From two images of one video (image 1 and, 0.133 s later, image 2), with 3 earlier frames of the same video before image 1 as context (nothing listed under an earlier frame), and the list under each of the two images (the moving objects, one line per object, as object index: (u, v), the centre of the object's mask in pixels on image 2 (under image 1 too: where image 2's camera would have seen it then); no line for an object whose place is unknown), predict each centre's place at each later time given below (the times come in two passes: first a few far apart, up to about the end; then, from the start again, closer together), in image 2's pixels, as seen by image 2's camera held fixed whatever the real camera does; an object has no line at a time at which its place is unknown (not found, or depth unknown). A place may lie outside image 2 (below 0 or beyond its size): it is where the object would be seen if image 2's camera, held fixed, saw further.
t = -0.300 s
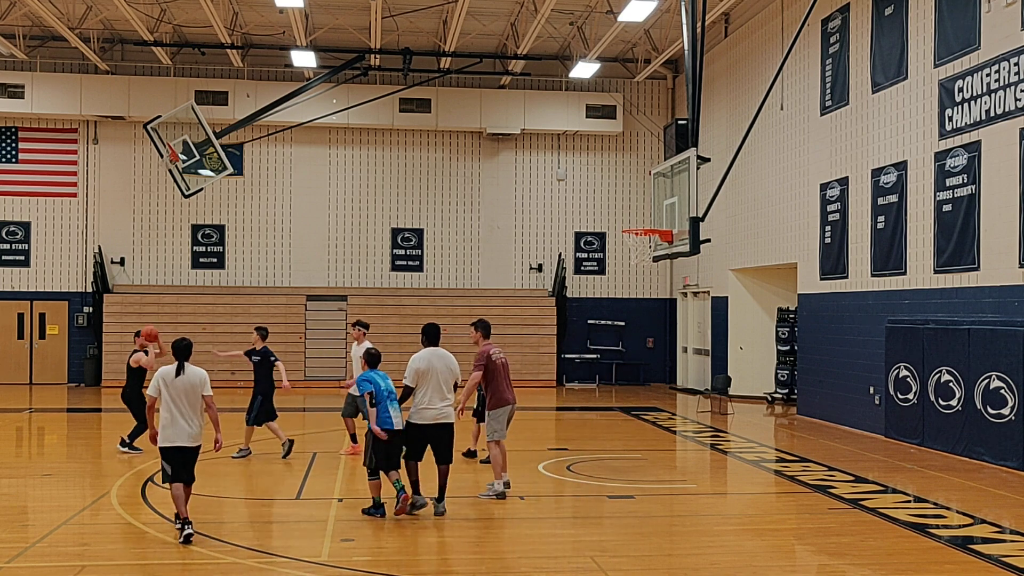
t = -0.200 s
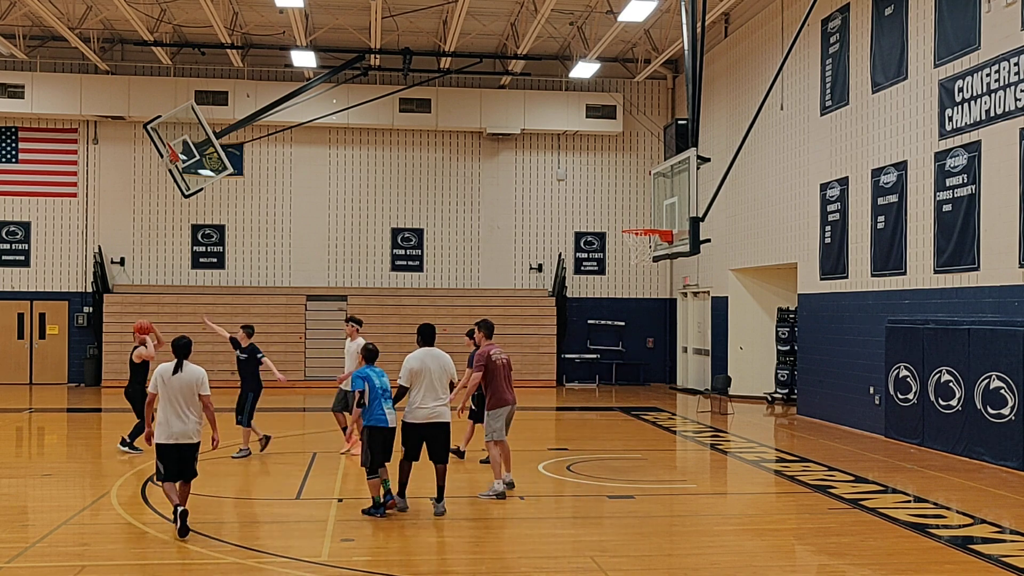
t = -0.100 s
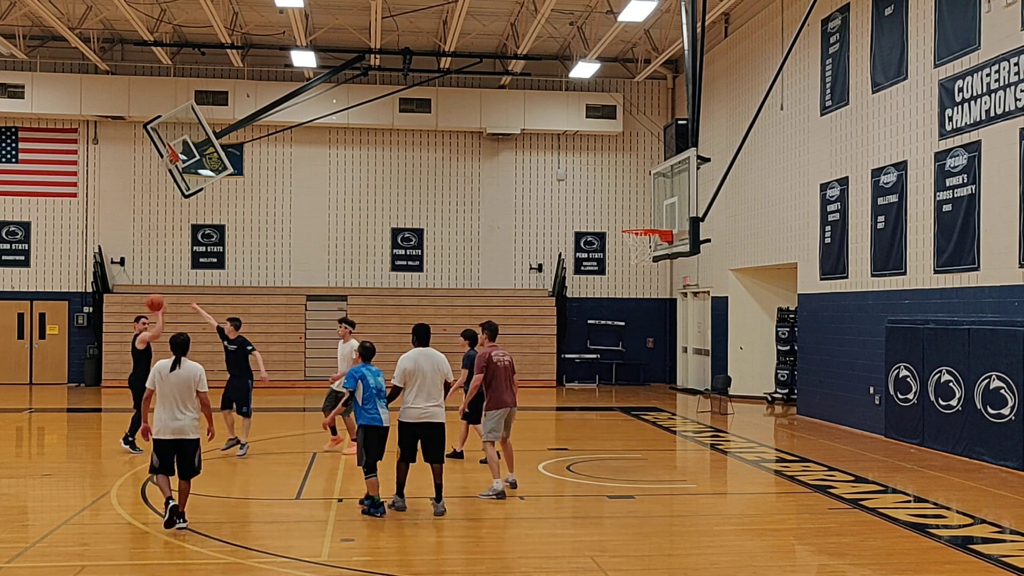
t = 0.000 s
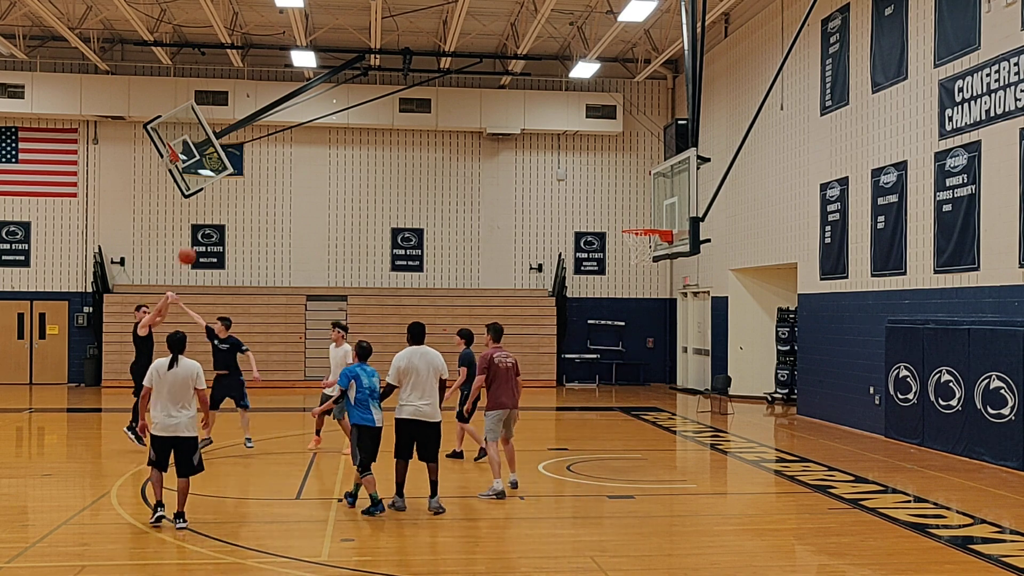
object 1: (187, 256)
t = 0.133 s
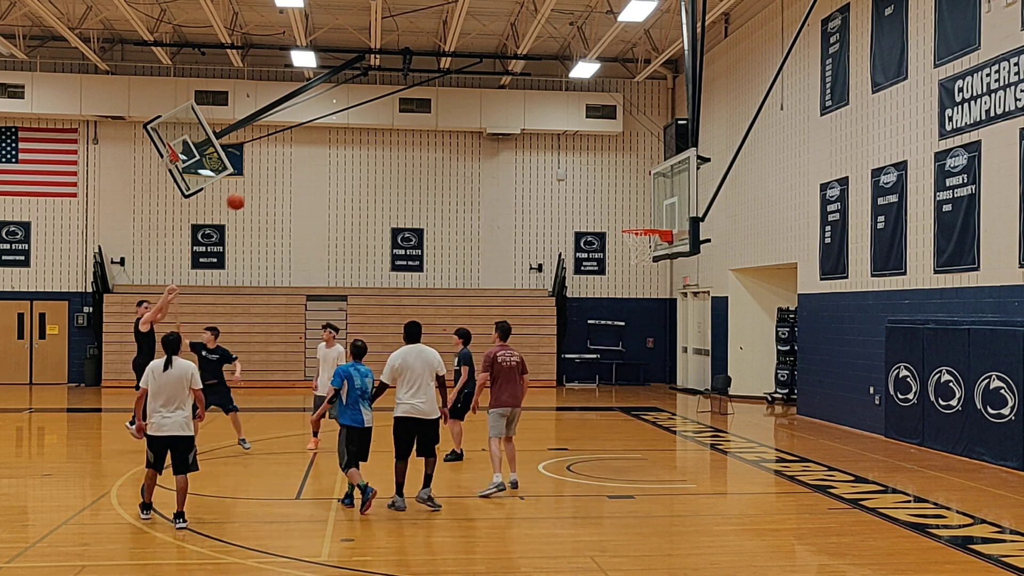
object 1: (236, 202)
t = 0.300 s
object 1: (297, 150)
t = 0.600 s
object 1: (407, 108)
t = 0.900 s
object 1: (519, 133)
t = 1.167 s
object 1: (618, 212)
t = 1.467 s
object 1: (666, 277)
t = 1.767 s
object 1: (685, 370)
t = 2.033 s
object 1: (690, 430)
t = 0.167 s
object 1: (248, 190)
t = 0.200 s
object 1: (260, 178)
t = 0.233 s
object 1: (272, 169)
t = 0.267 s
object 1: (285, 159)
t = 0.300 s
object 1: (297, 150)
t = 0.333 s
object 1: (309, 142)
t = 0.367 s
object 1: (321, 135)
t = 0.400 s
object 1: (333, 130)
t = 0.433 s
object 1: (345, 123)
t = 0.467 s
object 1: (357, 119)
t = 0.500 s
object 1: (370, 116)
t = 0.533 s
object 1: (383, 112)
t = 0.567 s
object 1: (395, 110)
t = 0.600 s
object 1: (407, 108)
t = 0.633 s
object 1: (419, 108)
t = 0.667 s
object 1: (432, 108)
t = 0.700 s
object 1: (444, 109)
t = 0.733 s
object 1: (456, 111)
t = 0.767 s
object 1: (468, 114)
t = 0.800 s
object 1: (481, 118)
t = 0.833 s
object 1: (494, 122)
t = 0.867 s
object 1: (506, 127)
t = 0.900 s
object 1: (519, 133)
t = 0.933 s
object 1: (531, 140)
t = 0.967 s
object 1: (543, 148)
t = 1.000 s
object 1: (555, 156)
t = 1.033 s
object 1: (568, 166)
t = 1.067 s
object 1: (581, 177)
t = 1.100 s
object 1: (593, 187)
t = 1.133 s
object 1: (605, 199)
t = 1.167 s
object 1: (618, 212)
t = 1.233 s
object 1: (642, 239)
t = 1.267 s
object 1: (654, 252)
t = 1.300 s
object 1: (657, 254)
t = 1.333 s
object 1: (658, 257)
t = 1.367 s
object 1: (661, 261)
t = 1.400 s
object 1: (663, 265)
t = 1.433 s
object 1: (665, 270)
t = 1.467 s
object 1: (666, 277)
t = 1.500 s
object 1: (669, 284)
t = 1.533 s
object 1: (671, 292)
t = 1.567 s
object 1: (673, 300)
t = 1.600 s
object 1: (674, 310)
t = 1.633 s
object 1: (676, 320)
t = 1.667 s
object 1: (678, 331)
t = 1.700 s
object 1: (681, 343)
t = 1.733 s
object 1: (683, 356)
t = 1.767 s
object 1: (685, 370)
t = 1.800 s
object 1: (687, 385)
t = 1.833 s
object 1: (689, 399)
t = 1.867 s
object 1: (692, 416)
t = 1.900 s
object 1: (694, 434)
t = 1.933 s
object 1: (696, 451)
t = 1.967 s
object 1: (696, 459)
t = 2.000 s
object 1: (693, 444)
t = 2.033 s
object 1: (690, 430)
